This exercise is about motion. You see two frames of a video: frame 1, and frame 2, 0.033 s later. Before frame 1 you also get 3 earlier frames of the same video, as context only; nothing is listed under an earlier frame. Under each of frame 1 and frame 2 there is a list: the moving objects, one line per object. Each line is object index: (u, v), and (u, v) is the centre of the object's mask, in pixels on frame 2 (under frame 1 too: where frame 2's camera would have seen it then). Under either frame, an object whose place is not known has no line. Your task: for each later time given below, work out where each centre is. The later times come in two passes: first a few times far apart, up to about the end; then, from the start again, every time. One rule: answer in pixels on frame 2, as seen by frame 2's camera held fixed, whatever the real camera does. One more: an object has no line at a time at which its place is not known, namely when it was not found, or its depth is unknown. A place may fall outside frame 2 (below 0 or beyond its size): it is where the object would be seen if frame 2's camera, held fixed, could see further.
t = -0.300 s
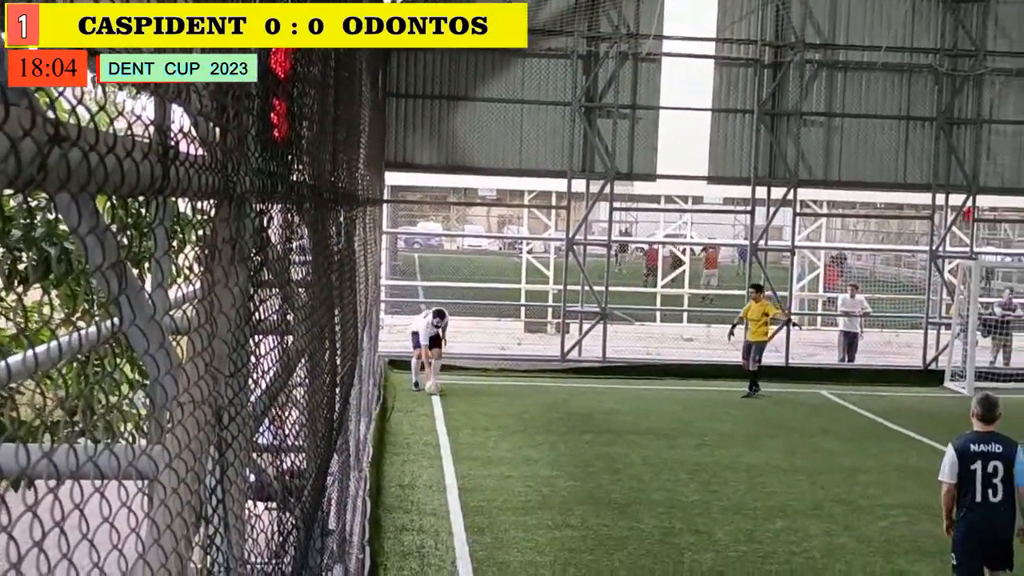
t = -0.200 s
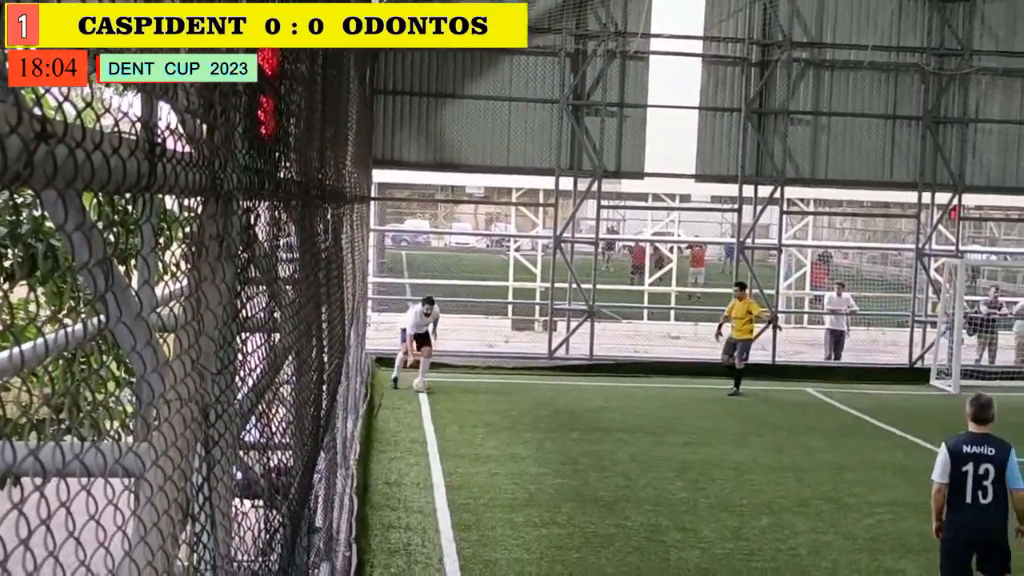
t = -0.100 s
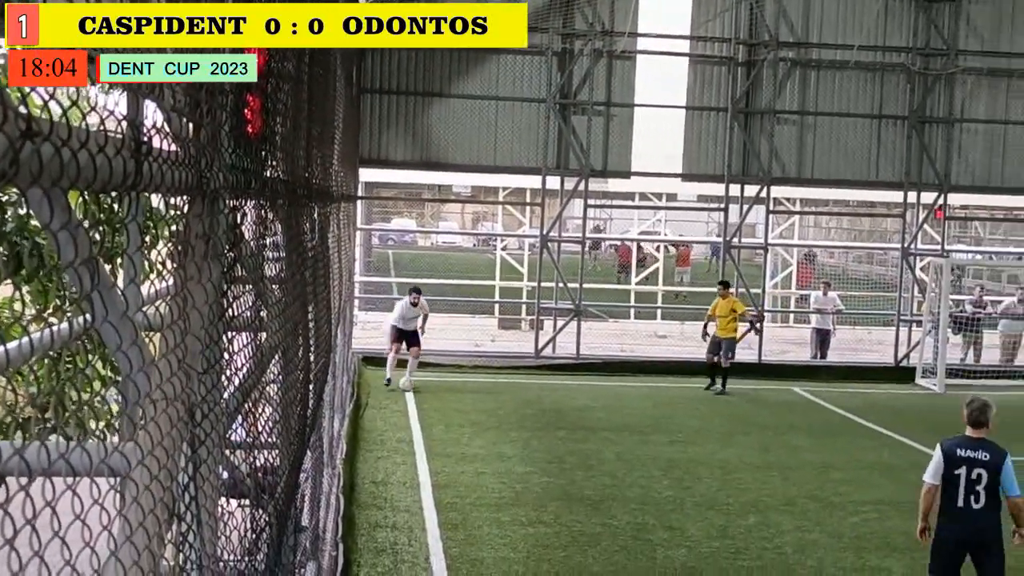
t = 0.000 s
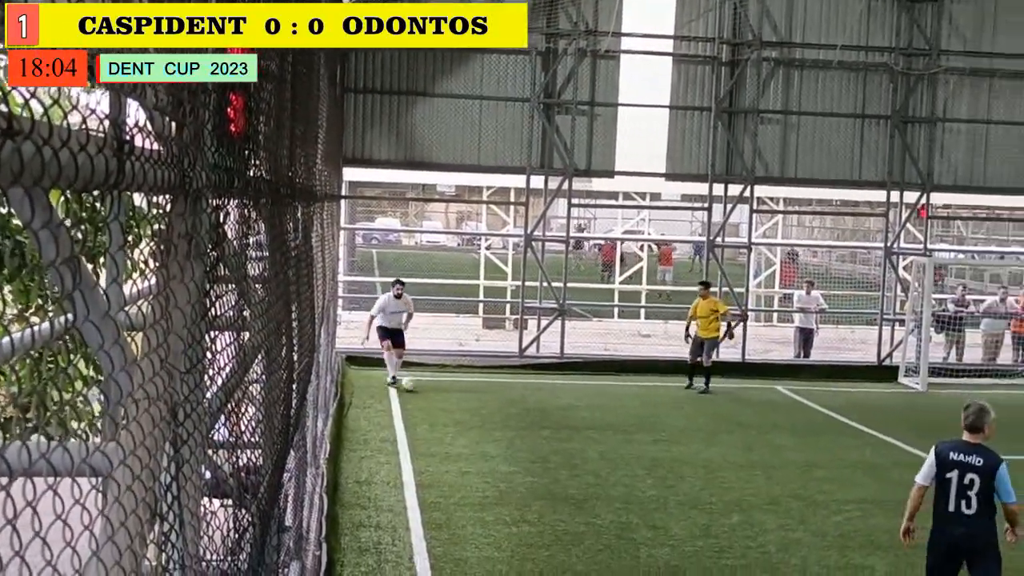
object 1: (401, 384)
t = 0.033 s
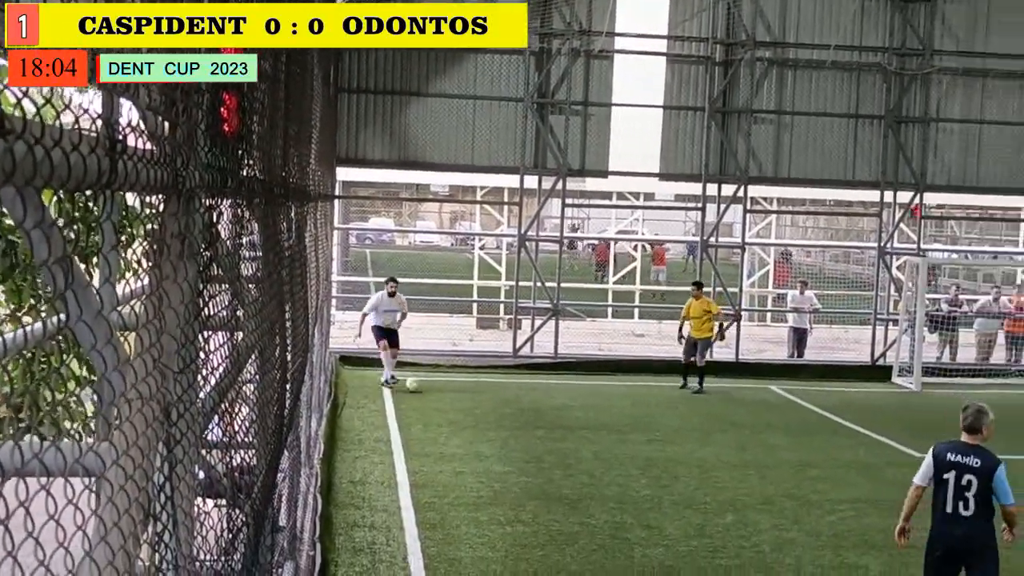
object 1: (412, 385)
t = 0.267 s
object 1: (469, 388)
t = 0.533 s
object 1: (521, 391)
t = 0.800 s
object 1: (571, 393)
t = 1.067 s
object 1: (620, 395)
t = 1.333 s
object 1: (665, 398)
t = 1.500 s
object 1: (693, 399)
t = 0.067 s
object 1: (422, 385)
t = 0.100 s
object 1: (429, 385)
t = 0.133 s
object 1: (438, 386)
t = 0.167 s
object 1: (445, 387)
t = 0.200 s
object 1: (453, 387)
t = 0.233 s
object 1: (461, 387)
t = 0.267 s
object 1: (469, 388)
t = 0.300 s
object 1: (475, 388)
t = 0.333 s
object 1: (481, 388)
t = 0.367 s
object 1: (488, 389)
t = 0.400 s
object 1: (494, 389)
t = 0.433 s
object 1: (500, 389)
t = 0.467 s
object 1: (507, 390)
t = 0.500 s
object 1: (513, 391)
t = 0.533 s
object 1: (521, 391)
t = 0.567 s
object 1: (527, 391)
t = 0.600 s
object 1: (533, 391)
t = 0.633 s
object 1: (539, 392)
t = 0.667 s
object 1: (546, 392)
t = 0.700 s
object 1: (552, 392)
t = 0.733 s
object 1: (558, 393)
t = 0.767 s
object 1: (565, 393)
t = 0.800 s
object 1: (571, 393)
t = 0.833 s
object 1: (577, 394)
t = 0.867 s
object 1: (583, 394)
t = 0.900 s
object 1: (589, 394)
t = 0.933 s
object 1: (595, 395)
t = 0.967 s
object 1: (601, 395)
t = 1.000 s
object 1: (608, 395)
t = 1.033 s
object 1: (614, 396)
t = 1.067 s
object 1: (620, 395)
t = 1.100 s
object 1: (626, 396)
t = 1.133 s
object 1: (631, 396)
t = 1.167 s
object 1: (636, 396)
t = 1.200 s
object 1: (642, 397)
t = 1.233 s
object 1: (647, 397)
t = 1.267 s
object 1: (654, 397)
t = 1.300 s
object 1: (660, 397)
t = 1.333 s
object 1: (665, 398)
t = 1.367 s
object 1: (670, 398)
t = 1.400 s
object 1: (676, 398)
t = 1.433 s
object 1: (682, 399)
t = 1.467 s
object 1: (688, 399)
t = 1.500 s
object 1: (693, 399)
